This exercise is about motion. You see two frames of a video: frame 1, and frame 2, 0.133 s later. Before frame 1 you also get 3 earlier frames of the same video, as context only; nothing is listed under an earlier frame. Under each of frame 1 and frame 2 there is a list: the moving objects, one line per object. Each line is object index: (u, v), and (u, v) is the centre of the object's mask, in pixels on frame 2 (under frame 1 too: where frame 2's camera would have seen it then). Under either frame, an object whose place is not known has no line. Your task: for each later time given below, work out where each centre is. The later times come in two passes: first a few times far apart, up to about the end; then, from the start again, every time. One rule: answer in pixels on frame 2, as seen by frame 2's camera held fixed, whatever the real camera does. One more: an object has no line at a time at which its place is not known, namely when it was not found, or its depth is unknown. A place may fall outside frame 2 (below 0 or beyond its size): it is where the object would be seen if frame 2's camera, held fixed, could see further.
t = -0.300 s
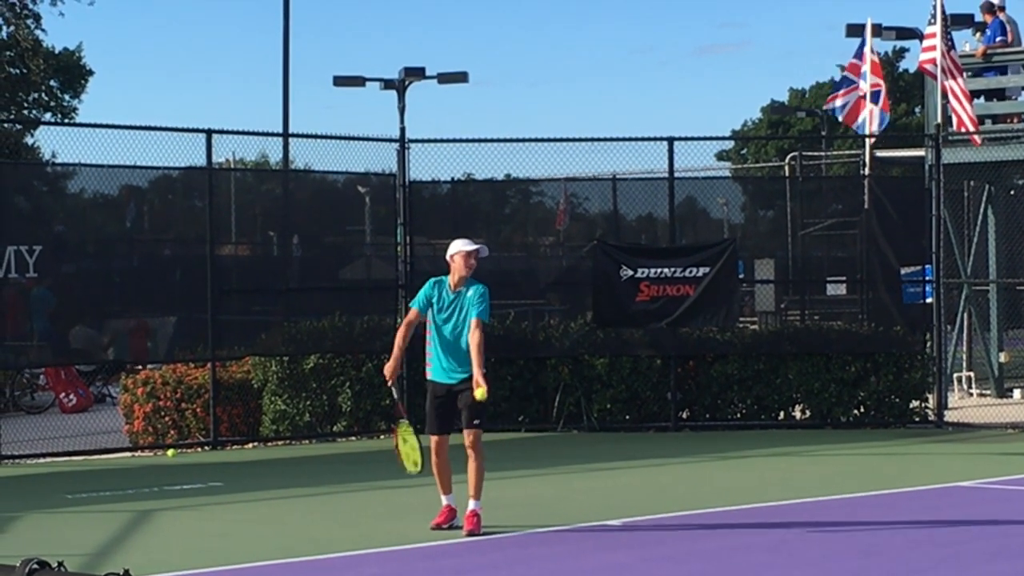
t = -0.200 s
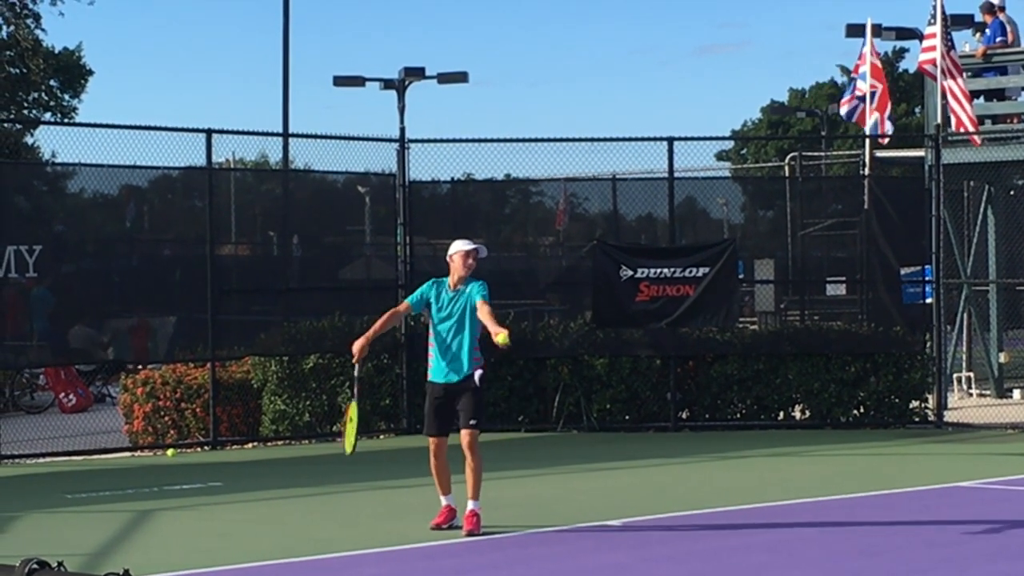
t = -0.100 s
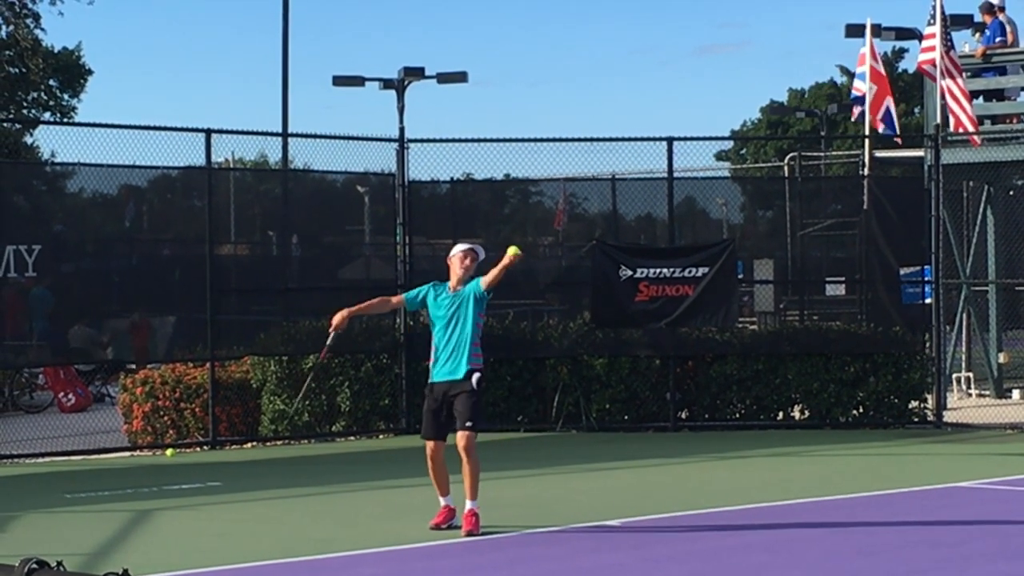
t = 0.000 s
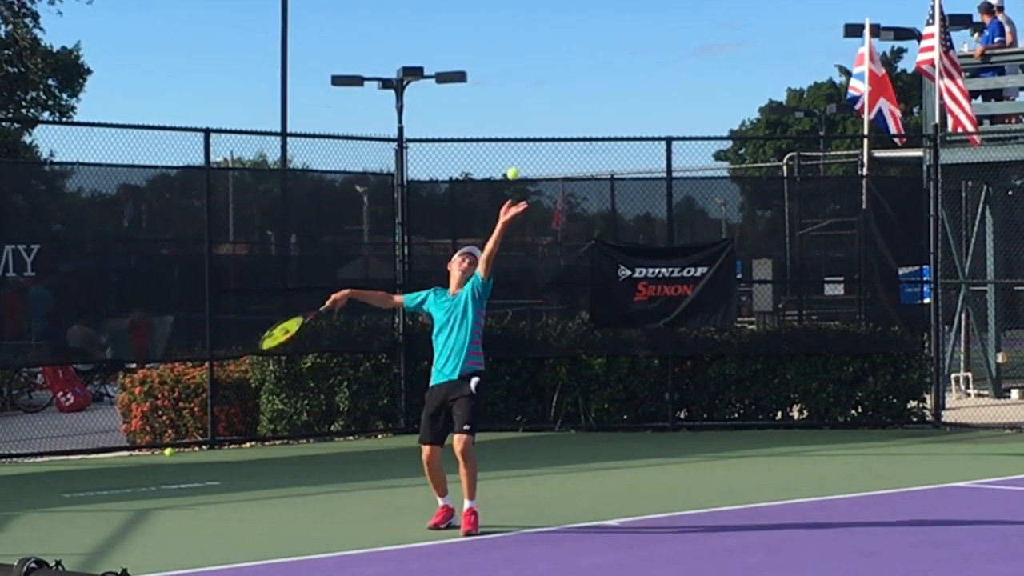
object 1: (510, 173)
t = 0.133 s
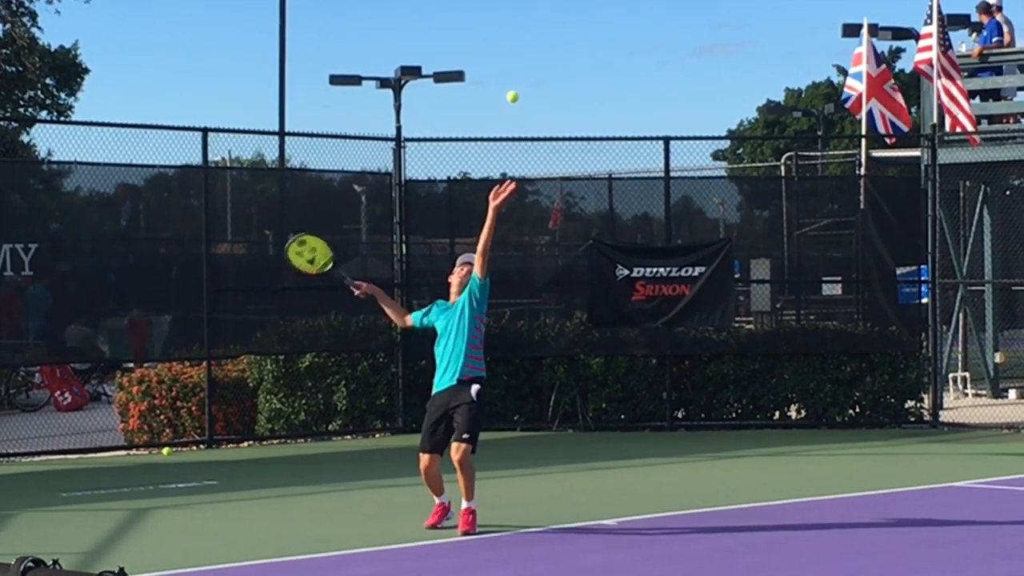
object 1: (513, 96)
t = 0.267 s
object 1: (515, 50)
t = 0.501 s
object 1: (519, 40)
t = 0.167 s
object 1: (513, 82)
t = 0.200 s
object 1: (513, 69)
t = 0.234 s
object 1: (516, 58)
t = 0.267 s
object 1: (515, 50)
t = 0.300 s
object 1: (515, 43)
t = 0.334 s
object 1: (516, 38)
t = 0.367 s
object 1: (516, 35)
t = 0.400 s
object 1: (517, 33)
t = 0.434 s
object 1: (518, 33)
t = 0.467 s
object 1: (518, 35)
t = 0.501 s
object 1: (519, 40)
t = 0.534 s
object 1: (519, 45)
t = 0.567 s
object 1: (520, 52)
